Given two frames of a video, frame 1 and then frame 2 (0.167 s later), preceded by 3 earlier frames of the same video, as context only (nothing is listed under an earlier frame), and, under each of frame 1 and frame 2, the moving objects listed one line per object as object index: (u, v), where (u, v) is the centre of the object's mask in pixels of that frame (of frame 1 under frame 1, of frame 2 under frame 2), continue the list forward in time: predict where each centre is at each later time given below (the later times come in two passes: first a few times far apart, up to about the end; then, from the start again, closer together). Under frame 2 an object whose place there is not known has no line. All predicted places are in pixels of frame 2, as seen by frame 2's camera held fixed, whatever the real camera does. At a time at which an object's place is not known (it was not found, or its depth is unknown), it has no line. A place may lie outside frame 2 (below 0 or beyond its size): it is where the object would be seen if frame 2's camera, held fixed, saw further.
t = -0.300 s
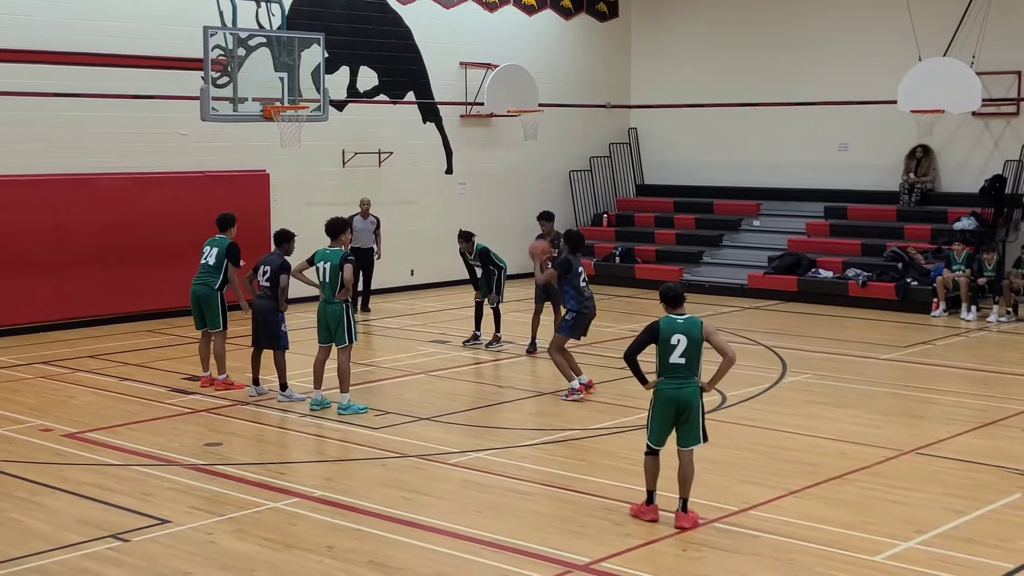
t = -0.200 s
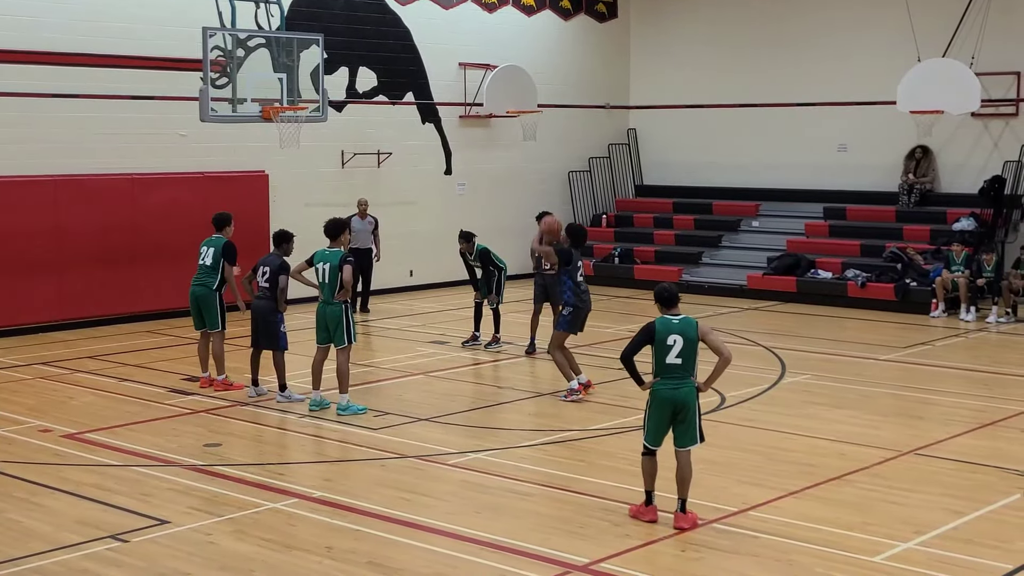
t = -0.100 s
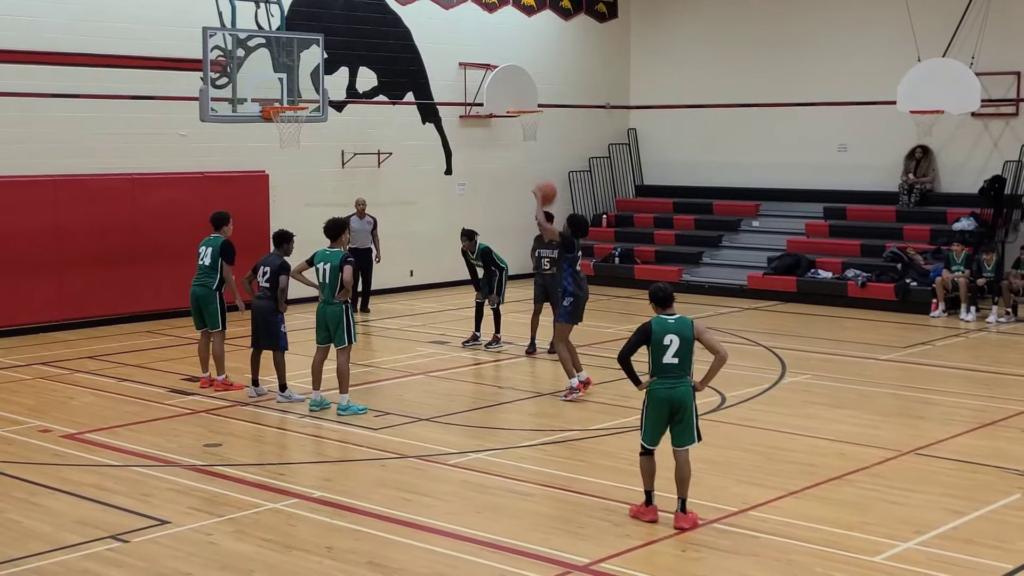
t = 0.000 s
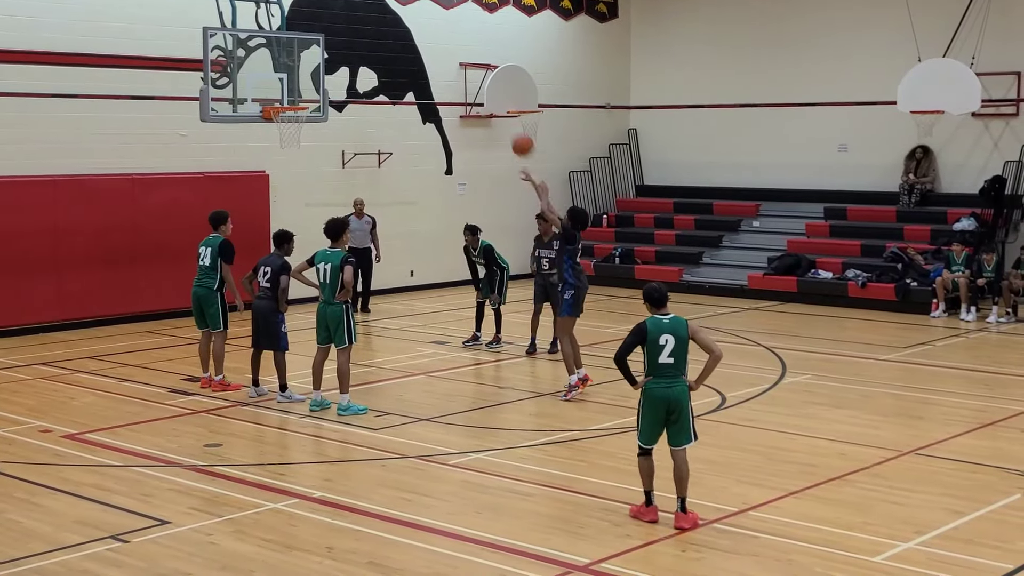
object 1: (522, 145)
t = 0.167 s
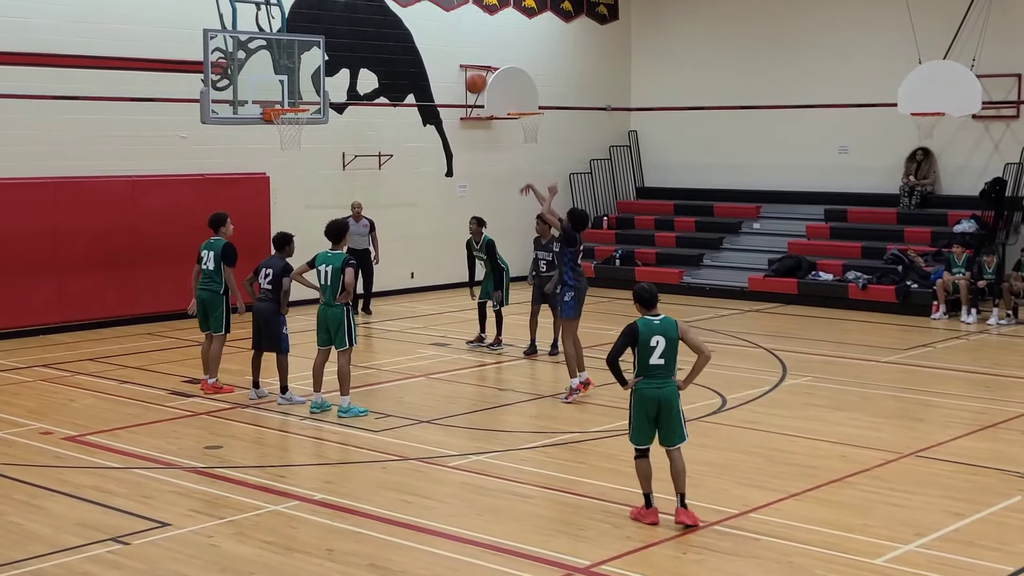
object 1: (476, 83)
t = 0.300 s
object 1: (441, 53)
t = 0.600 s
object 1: (368, 44)
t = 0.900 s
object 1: (313, 101)
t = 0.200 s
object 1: (467, 74)
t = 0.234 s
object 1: (458, 66)
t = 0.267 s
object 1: (450, 58)
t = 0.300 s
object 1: (441, 53)
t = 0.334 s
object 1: (433, 48)
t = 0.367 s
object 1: (424, 44)
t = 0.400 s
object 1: (415, 41)
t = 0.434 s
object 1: (407, 39)
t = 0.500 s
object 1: (391, 39)
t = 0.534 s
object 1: (383, 39)
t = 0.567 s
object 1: (375, 42)
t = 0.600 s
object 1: (368, 44)
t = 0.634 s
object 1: (360, 48)
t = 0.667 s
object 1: (353, 53)
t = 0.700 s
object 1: (346, 58)
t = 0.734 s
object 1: (338, 64)
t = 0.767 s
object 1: (331, 72)
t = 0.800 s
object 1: (324, 80)
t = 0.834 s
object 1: (317, 90)
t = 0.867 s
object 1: (310, 99)
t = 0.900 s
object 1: (313, 101)
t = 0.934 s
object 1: (320, 100)
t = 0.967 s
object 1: (330, 98)
